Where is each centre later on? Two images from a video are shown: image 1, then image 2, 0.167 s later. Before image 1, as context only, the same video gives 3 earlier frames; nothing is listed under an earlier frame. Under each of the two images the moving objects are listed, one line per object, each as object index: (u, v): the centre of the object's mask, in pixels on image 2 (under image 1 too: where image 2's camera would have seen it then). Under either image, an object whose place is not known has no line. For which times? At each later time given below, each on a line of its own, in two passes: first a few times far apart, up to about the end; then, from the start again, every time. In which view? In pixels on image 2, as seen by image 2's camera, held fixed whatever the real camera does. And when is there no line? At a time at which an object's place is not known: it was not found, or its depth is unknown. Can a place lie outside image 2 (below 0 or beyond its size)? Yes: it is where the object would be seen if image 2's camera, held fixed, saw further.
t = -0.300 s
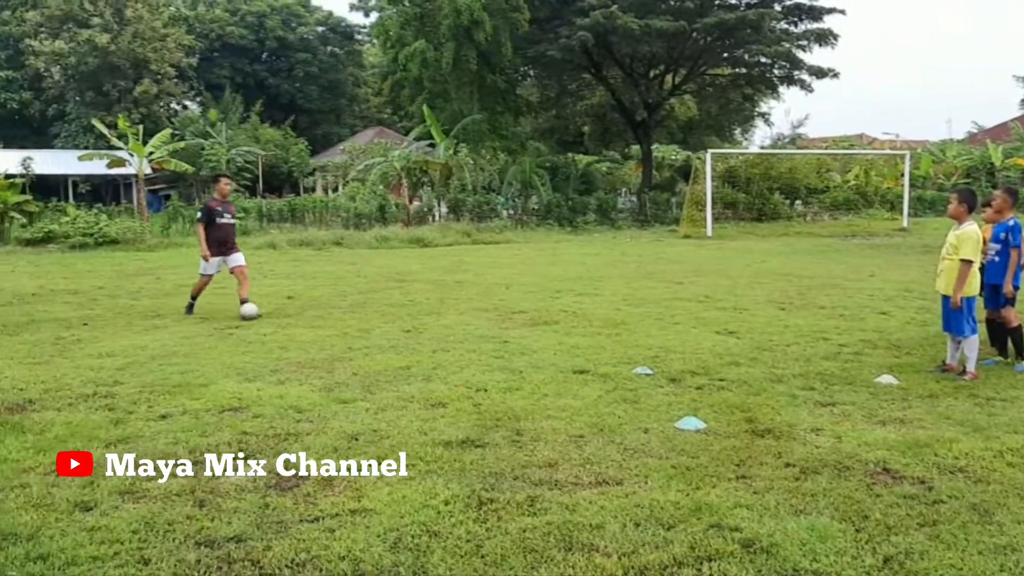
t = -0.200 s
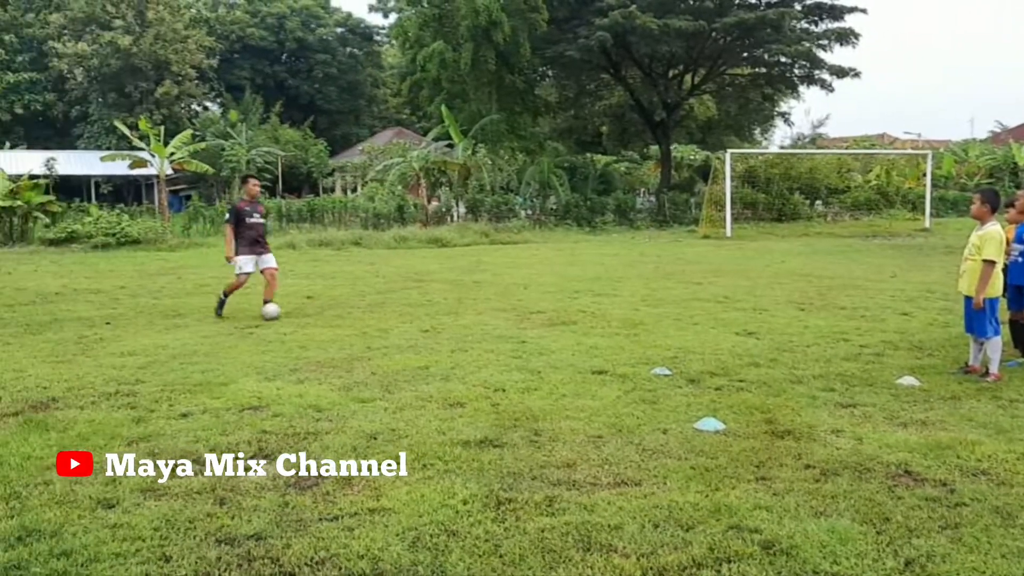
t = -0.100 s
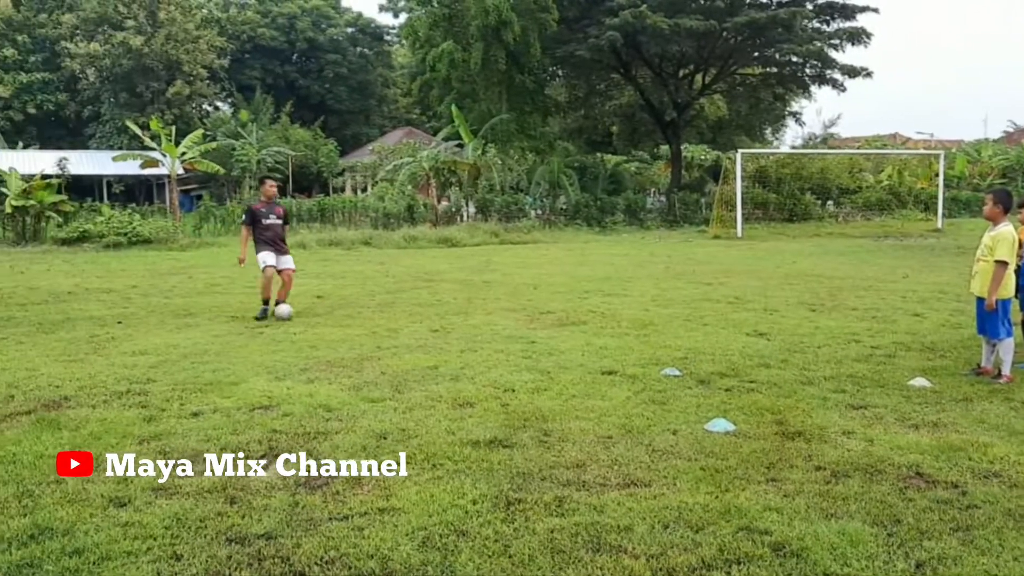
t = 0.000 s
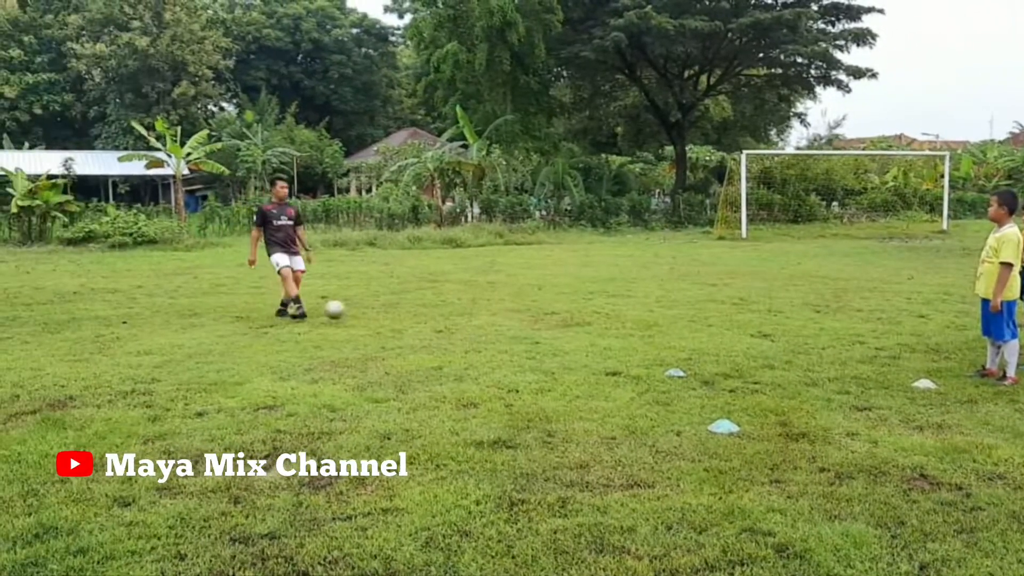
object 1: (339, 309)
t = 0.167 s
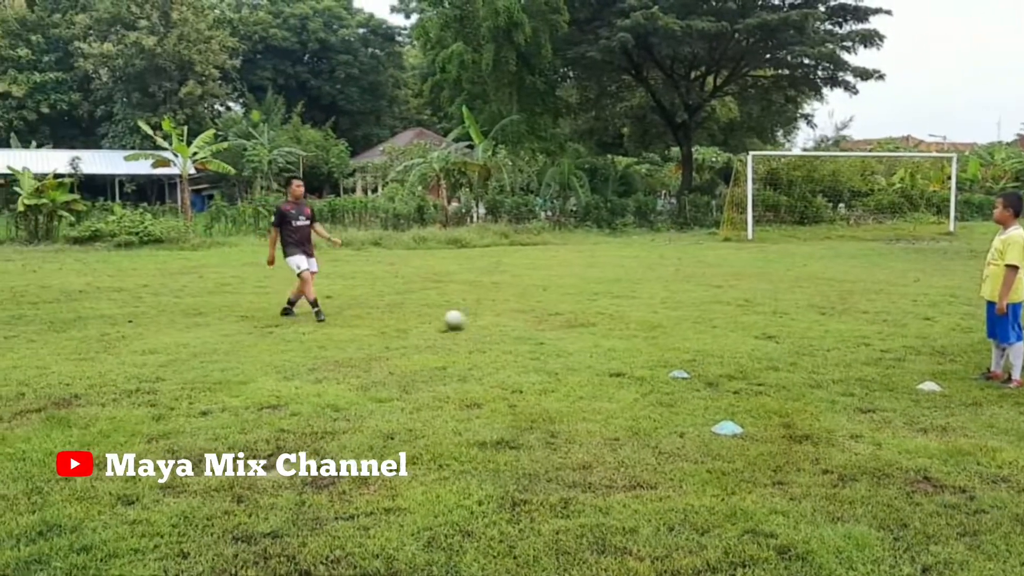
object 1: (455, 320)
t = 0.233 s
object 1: (498, 322)
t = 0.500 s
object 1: (658, 330)
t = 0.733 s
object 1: (779, 337)
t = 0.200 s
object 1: (478, 322)
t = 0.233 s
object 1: (498, 322)
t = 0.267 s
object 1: (519, 322)
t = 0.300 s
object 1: (539, 322)
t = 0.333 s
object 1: (562, 324)
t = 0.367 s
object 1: (583, 328)
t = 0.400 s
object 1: (603, 329)
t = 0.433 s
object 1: (621, 329)
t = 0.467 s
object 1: (639, 329)
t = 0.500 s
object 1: (658, 330)
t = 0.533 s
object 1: (677, 333)
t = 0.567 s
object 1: (696, 335)
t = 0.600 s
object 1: (713, 336)
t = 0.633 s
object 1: (728, 335)
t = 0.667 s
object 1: (745, 335)
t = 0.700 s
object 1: (762, 336)
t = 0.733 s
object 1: (779, 337)
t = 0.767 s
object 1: (796, 339)
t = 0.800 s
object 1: (812, 339)
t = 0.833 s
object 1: (829, 341)
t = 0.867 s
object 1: (846, 342)
